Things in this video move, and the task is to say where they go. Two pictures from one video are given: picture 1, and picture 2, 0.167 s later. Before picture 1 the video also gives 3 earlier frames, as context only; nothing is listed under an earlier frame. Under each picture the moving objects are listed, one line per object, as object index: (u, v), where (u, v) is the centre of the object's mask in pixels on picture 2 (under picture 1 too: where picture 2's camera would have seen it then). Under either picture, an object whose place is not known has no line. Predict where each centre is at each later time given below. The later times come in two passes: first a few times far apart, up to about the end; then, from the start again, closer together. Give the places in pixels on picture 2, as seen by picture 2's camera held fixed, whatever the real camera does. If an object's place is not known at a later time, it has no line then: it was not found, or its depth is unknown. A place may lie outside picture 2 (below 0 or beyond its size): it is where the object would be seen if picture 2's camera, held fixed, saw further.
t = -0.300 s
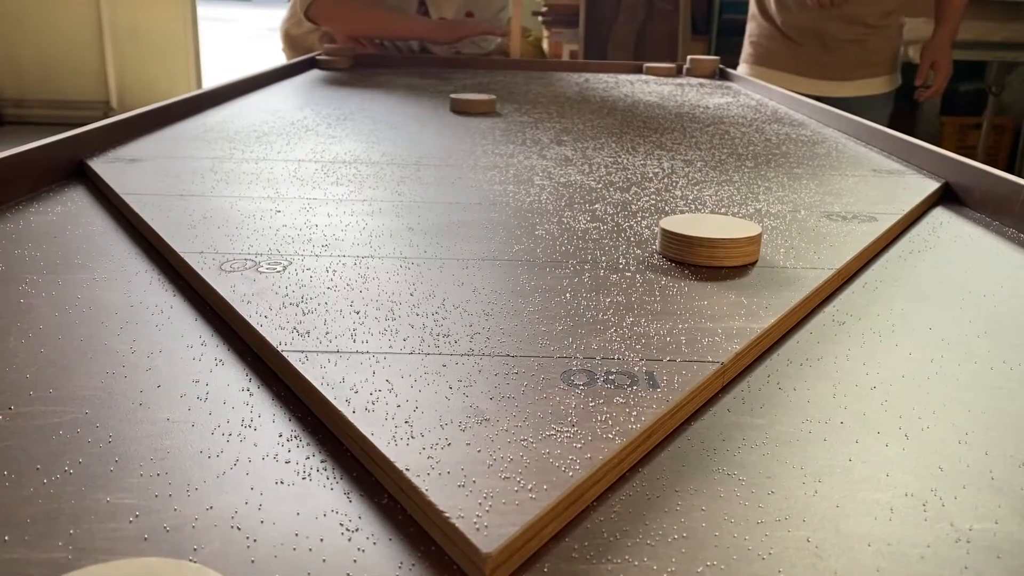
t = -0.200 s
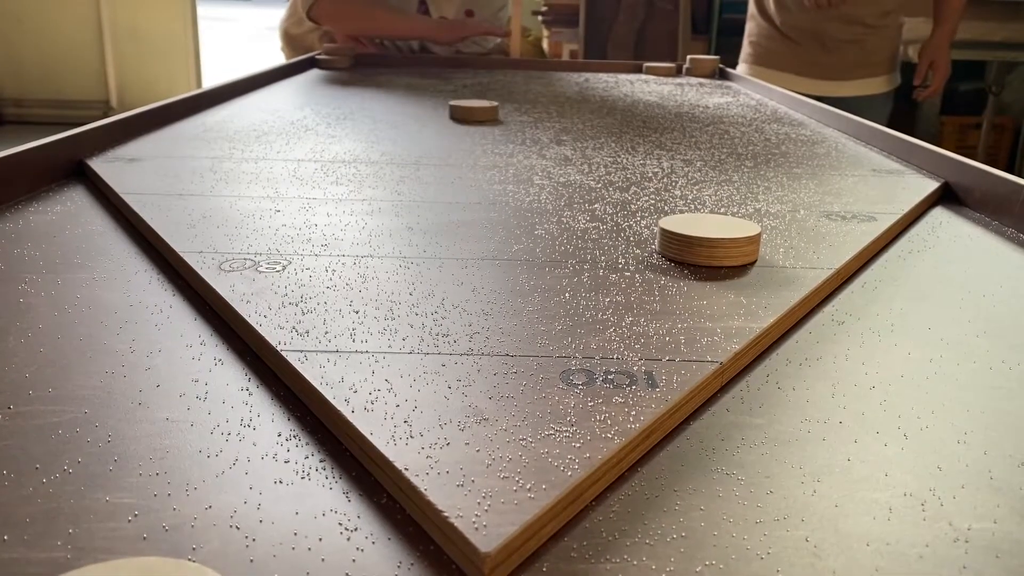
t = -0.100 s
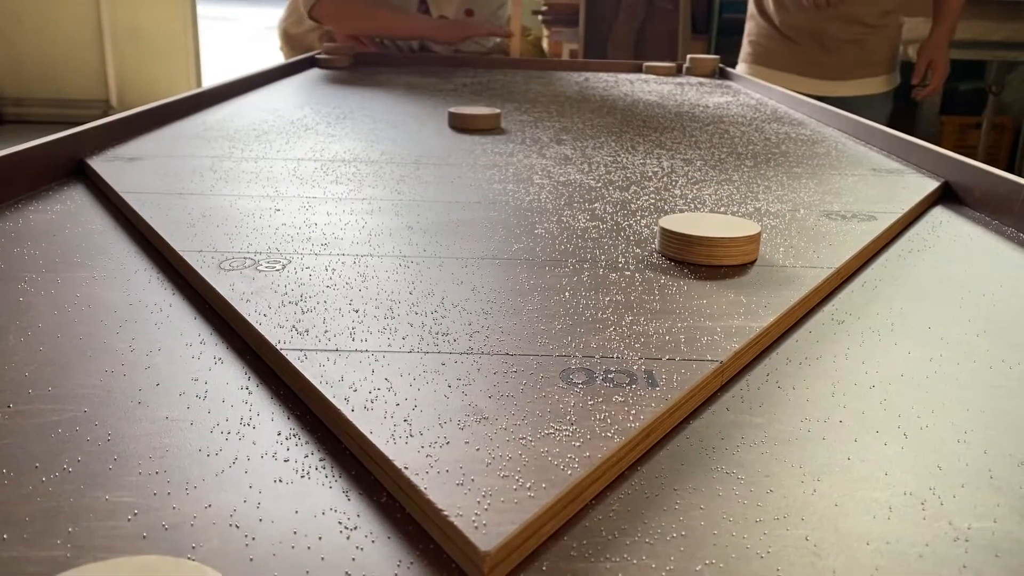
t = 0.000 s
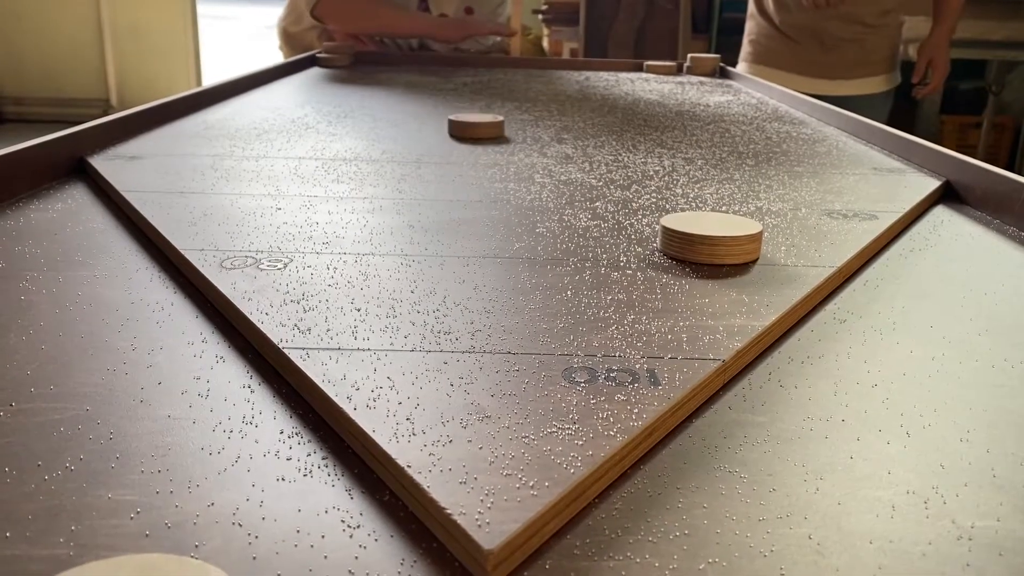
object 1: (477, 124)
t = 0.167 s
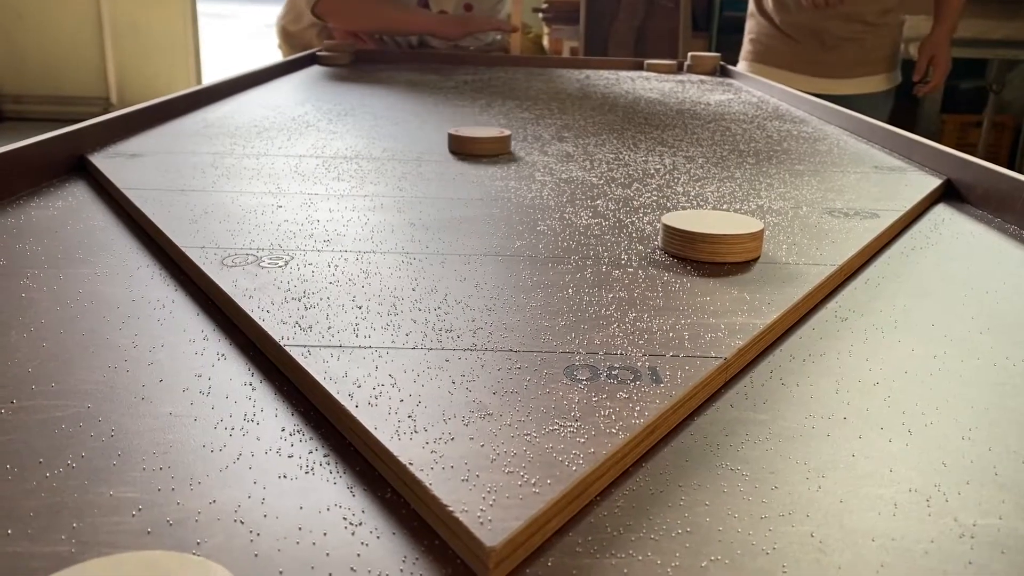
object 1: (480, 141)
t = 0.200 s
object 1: (480, 144)
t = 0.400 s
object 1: (484, 170)
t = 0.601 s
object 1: (487, 199)
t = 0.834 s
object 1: (494, 242)
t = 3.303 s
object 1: (583, 537)
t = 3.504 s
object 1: (583, 535)
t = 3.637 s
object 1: (583, 533)
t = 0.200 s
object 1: (480, 144)
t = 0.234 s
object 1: (481, 148)
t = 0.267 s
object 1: (482, 152)
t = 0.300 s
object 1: (482, 156)
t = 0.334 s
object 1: (482, 161)
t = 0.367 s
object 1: (483, 165)
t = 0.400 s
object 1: (484, 170)
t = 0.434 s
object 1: (484, 174)
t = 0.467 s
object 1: (485, 179)
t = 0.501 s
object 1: (485, 184)
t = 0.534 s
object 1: (486, 189)
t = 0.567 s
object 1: (487, 194)
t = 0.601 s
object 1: (487, 199)
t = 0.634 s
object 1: (488, 204)
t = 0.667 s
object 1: (489, 210)
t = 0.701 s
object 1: (490, 217)
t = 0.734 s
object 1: (490, 222)
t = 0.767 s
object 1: (492, 229)
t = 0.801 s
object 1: (493, 236)
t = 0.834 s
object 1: (494, 242)
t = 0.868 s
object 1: (496, 250)
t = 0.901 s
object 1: (497, 257)
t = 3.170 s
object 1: (583, 539)
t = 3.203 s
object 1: (583, 538)
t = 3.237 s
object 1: (583, 538)
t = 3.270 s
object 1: (583, 537)
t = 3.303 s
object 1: (583, 537)
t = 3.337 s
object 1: (583, 537)
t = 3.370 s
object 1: (583, 536)
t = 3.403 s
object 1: (583, 536)
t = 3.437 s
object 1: (583, 536)
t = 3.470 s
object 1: (583, 535)
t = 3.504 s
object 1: (583, 535)
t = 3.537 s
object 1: (583, 535)
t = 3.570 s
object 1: (583, 534)
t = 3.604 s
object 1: (583, 534)
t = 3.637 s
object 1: (583, 533)
